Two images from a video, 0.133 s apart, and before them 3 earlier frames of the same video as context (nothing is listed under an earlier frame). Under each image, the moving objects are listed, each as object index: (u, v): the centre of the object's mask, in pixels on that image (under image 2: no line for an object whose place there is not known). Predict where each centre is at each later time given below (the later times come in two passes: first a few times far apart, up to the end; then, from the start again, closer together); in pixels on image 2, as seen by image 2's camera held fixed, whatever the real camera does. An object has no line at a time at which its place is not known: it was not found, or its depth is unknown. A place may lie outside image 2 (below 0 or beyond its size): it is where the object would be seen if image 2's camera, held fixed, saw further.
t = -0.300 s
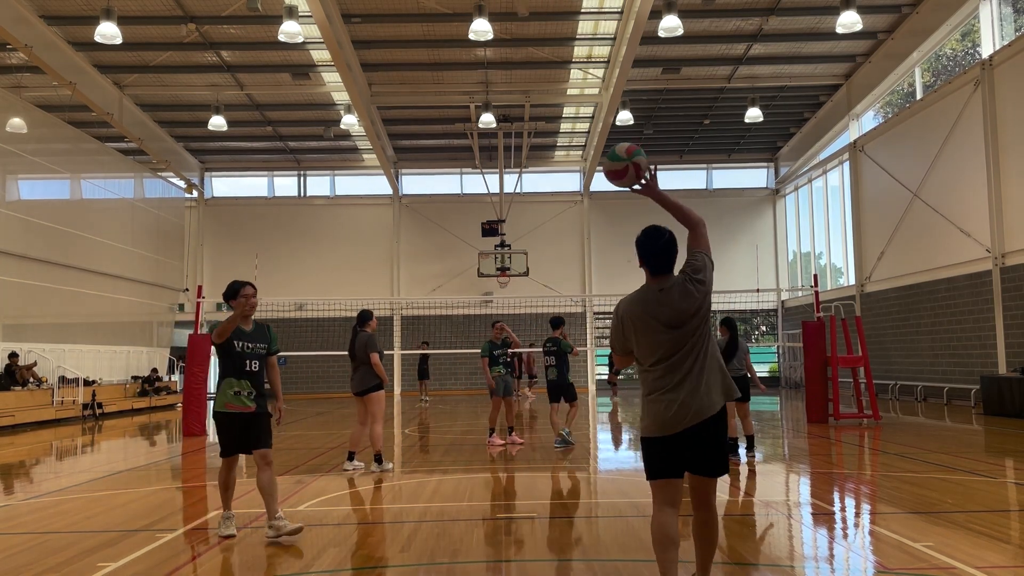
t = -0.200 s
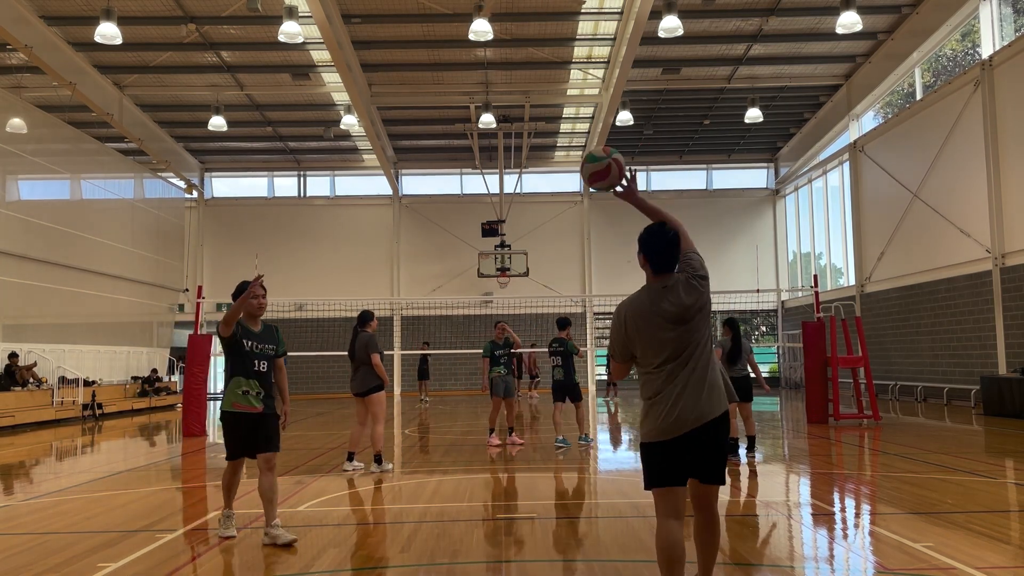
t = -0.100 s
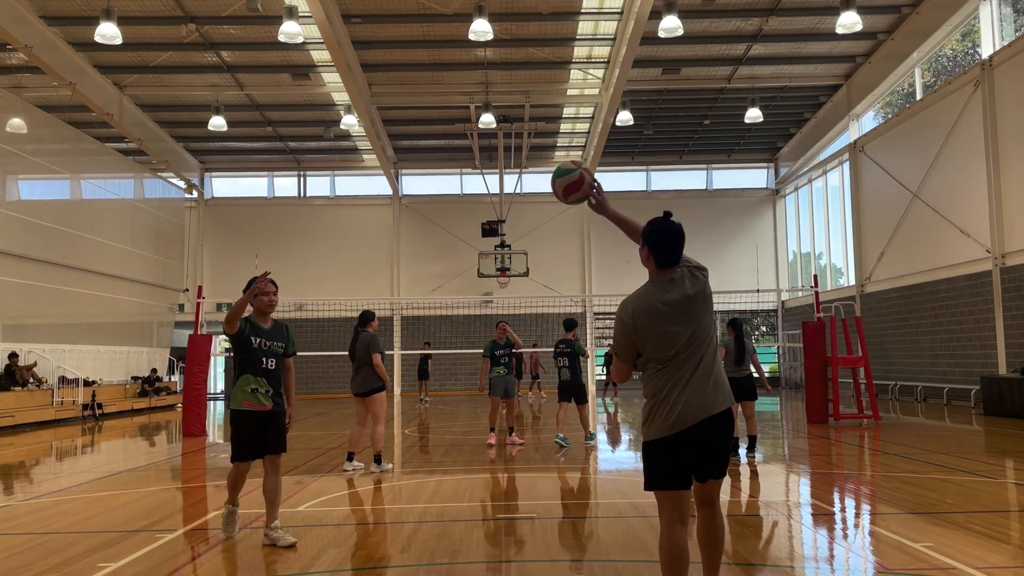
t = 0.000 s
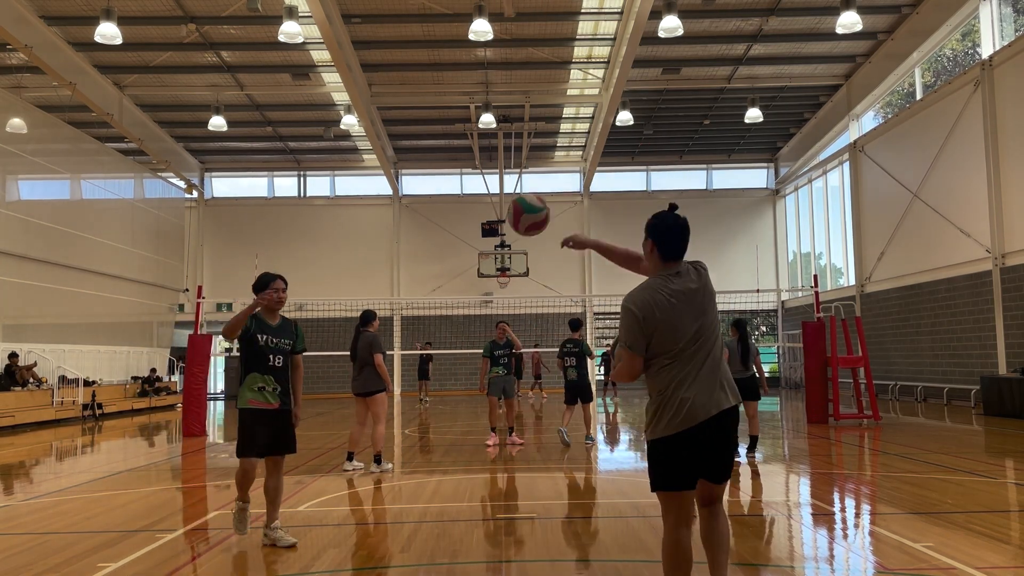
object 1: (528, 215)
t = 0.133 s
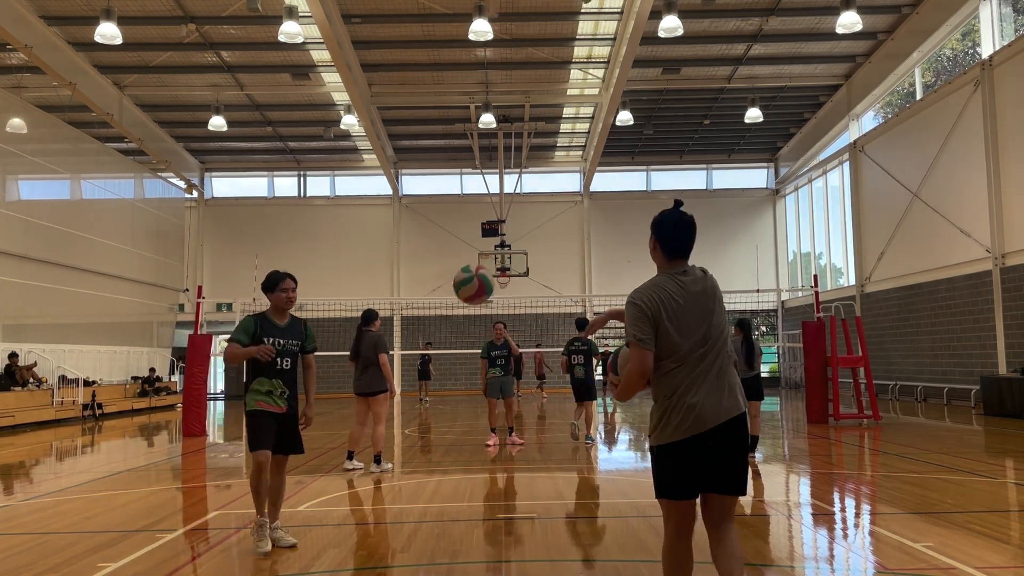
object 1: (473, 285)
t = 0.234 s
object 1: (436, 353)
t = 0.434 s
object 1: (368, 532)
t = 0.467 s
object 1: (358, 560)
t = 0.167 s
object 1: (460, 305)
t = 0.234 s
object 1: (436, 353)
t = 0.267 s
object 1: (425, 379)
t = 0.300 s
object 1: (413, 406)
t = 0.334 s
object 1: (402, 435)
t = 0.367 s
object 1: (391, 467)
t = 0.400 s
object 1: (380, 498)
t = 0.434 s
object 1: (368, 532)
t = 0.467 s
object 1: (358, 560)
